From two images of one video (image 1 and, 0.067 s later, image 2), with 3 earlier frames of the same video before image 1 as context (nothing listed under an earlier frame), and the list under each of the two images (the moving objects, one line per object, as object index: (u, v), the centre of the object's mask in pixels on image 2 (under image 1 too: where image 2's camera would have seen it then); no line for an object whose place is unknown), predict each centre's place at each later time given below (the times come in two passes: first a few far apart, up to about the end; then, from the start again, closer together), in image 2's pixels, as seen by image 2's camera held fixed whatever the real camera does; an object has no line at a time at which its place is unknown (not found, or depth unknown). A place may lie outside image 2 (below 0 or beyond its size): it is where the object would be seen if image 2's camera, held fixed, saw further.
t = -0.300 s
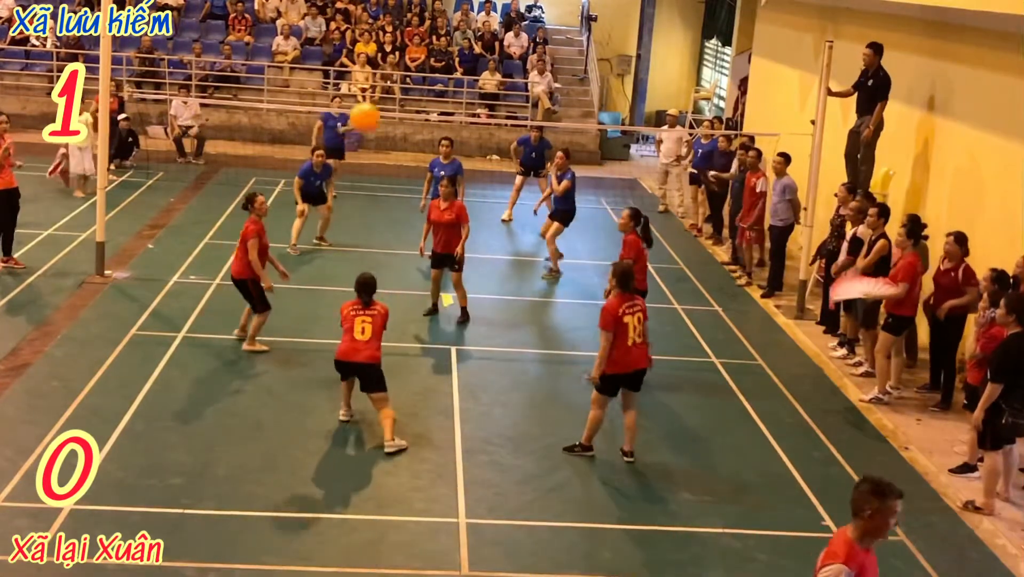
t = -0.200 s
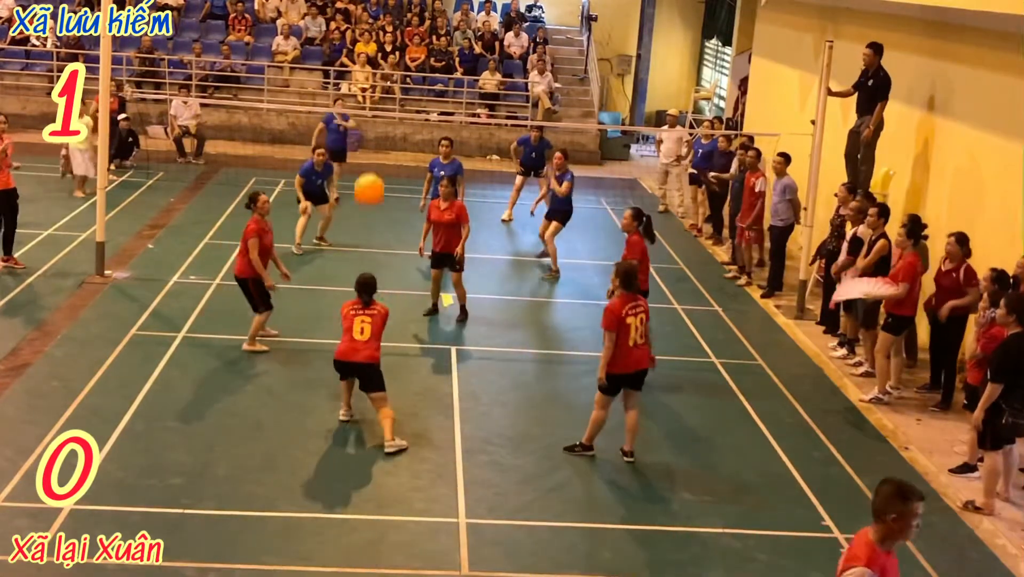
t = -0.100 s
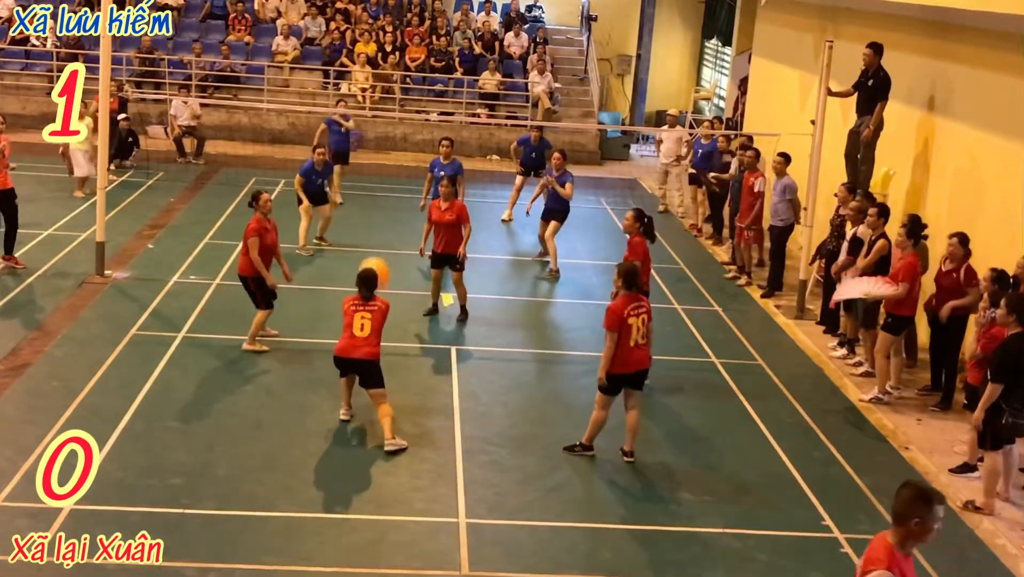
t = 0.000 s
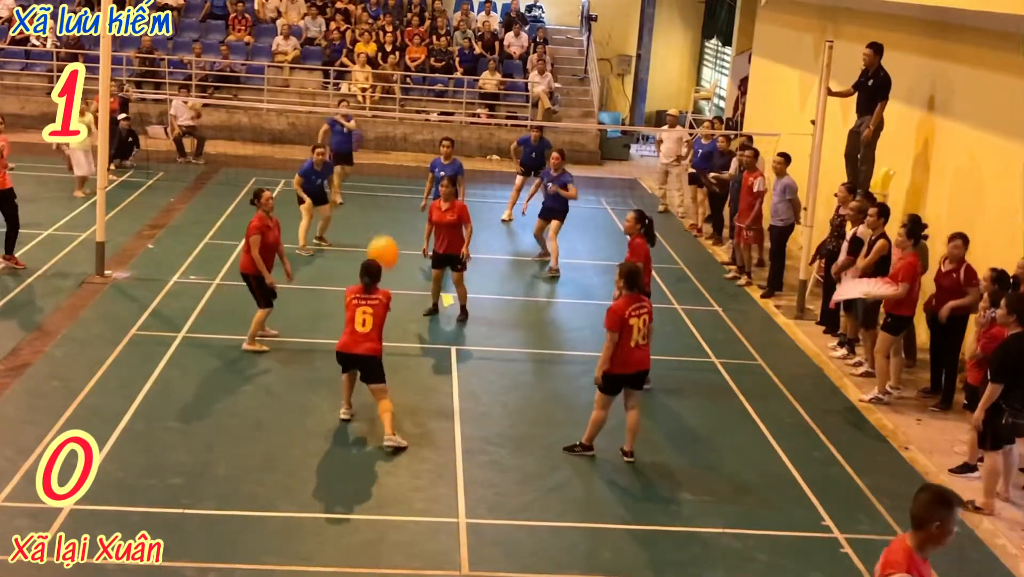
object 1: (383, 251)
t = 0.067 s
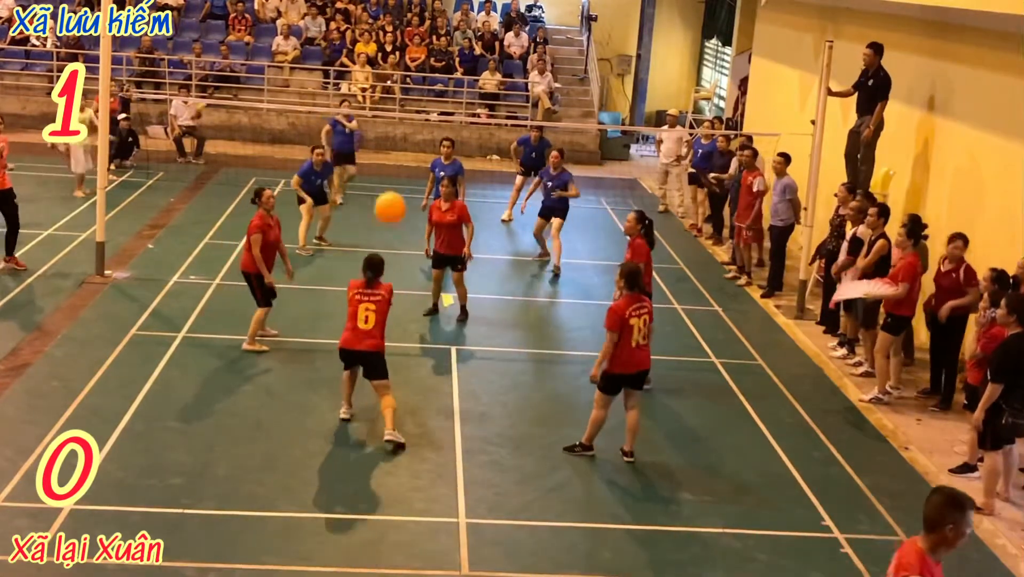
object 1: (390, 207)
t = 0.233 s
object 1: (405, 121)
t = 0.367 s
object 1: (416, 75)
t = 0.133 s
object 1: (396, 169)
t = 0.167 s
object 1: (400, 150)
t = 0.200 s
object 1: (403, 136)
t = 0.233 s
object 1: (405, 121)
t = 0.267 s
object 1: (408, 106)
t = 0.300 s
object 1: (411, 96)
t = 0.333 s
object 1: (413, 85)
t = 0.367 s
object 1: (416, 75)
